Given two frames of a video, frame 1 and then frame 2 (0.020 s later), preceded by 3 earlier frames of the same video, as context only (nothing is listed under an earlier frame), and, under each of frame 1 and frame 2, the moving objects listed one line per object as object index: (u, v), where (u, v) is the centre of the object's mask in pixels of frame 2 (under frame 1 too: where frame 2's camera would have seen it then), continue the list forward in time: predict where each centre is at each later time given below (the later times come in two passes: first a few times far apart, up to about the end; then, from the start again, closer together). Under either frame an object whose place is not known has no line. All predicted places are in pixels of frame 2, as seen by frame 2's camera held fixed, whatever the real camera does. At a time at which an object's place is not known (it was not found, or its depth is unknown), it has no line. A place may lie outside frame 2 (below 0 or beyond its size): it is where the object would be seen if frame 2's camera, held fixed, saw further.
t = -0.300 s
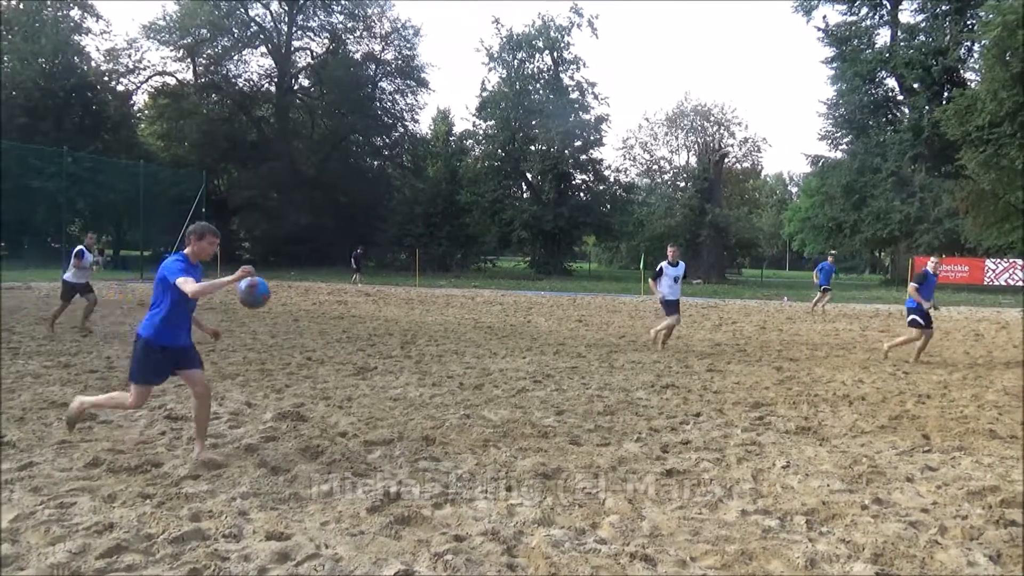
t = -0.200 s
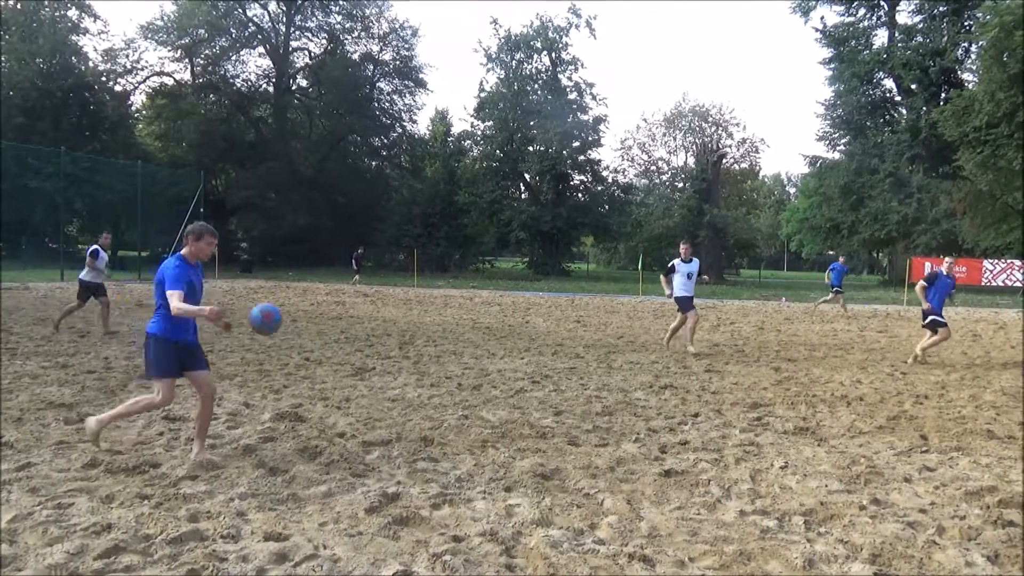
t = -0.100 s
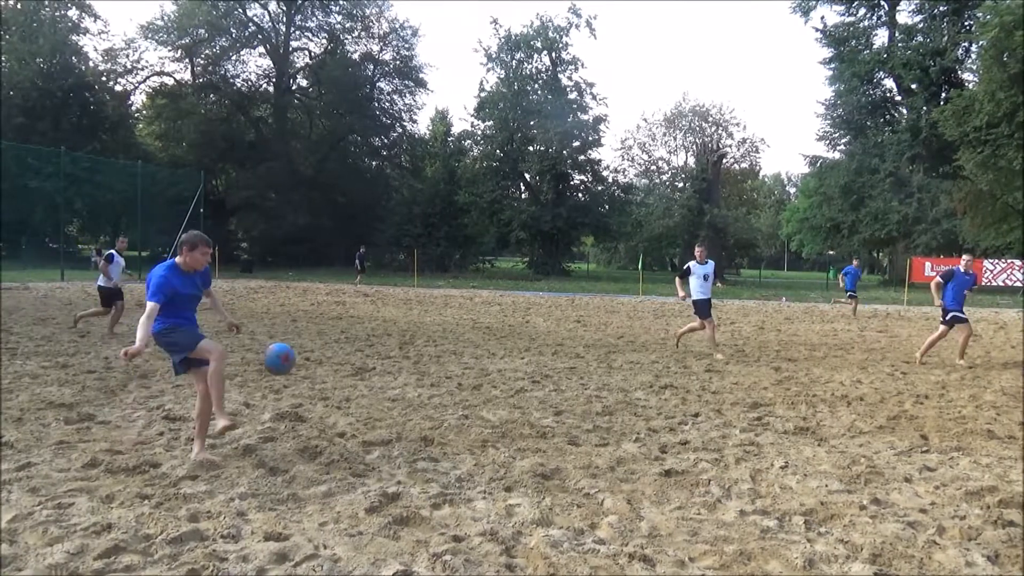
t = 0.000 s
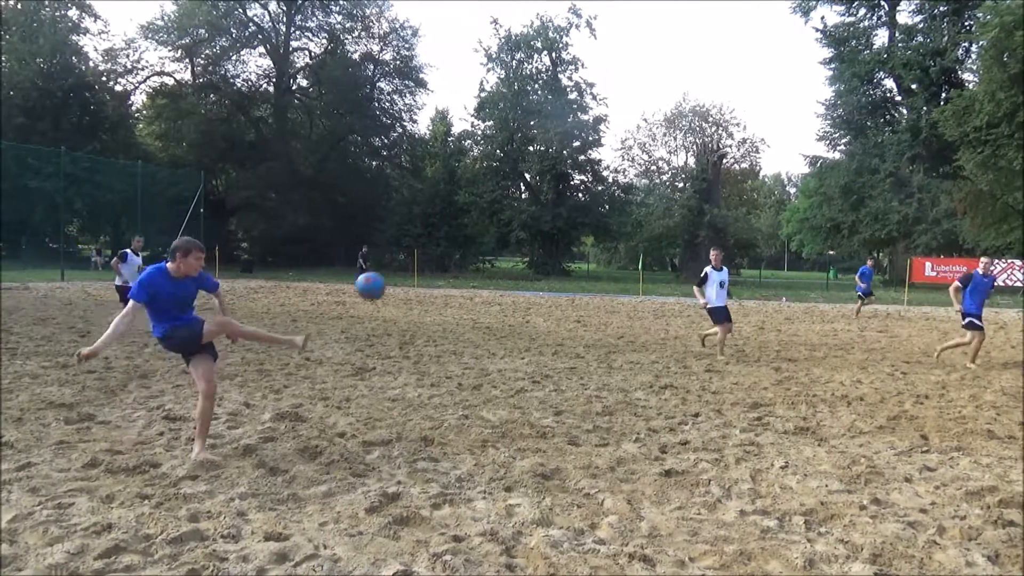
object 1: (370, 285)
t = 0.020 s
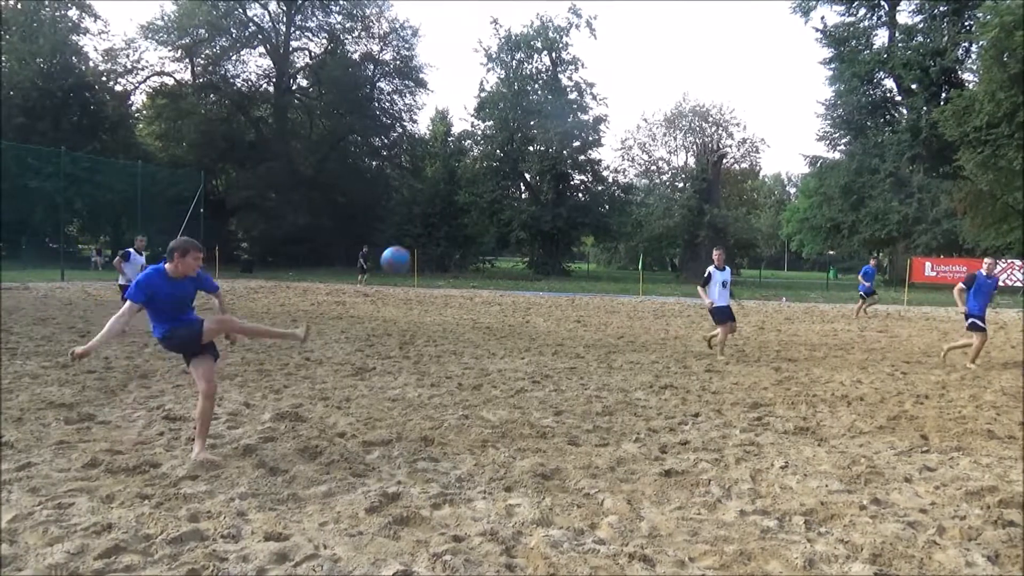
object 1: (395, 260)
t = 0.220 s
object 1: (594, 84)
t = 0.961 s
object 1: (886, 30)
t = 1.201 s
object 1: (926, 89)
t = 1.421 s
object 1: (952, 157)
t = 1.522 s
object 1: (962, 192)
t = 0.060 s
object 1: (442, 214)
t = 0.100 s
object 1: (484, 173)
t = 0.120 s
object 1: (504, 155)
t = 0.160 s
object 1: (543, 121)
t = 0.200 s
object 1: (578, 94)
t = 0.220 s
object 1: (594, 84)
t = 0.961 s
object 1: (886, 30)
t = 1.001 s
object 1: (893, 37)
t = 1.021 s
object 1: (897, 42)
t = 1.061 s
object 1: (905, 52)
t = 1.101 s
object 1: (911, 62)
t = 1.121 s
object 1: (914, 67)
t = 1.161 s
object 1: (920, 79)
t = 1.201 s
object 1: (926, 89)
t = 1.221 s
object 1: (930, 95)
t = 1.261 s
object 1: (933, 106)
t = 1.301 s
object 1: (939, 118)
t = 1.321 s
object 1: (942, 123)
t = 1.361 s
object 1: (947, 137)
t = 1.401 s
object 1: (950, 150)
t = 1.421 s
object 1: (952, 157)
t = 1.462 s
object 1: (956, 169)
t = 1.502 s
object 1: (961, 184)
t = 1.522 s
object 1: (962, 192)
